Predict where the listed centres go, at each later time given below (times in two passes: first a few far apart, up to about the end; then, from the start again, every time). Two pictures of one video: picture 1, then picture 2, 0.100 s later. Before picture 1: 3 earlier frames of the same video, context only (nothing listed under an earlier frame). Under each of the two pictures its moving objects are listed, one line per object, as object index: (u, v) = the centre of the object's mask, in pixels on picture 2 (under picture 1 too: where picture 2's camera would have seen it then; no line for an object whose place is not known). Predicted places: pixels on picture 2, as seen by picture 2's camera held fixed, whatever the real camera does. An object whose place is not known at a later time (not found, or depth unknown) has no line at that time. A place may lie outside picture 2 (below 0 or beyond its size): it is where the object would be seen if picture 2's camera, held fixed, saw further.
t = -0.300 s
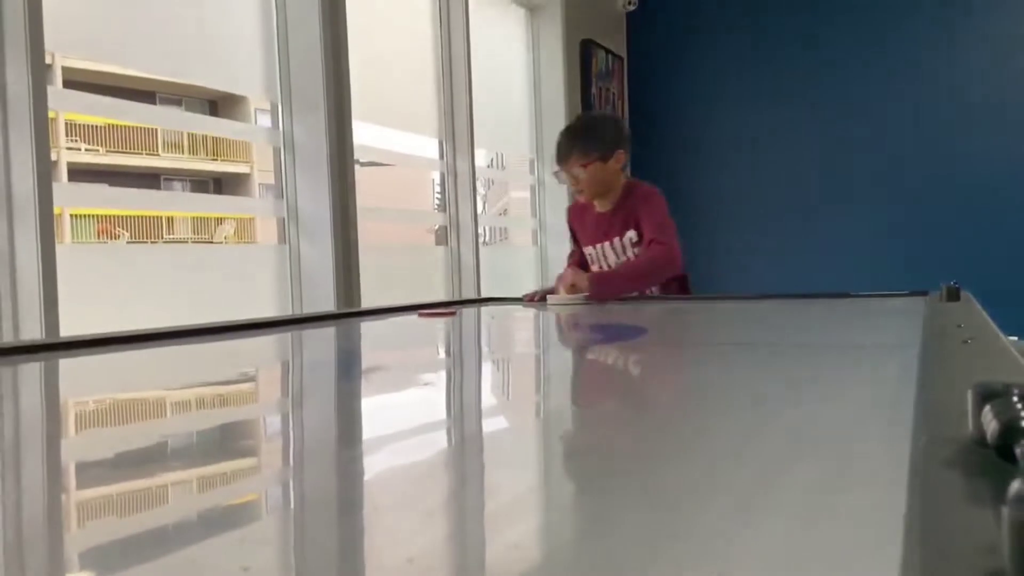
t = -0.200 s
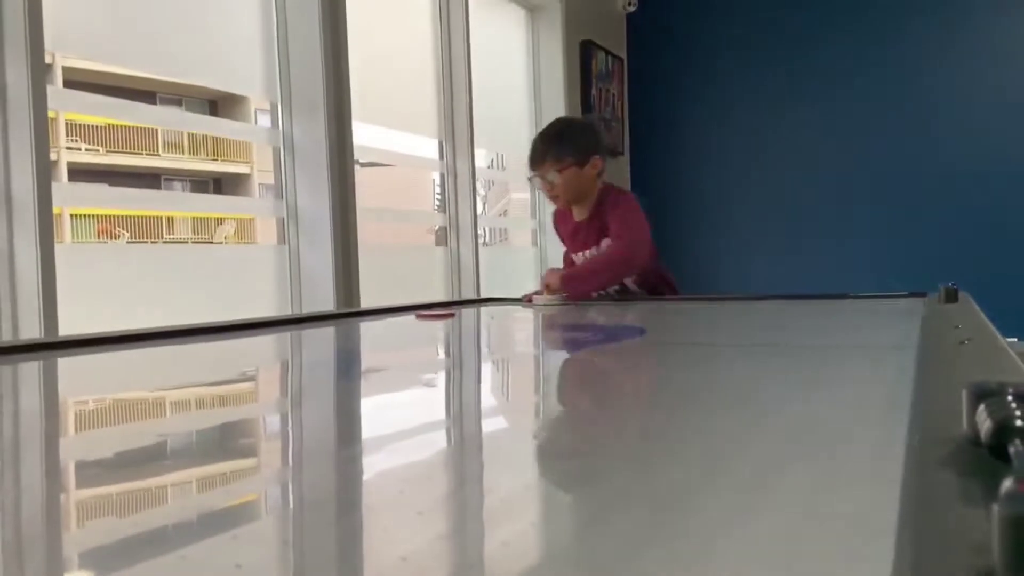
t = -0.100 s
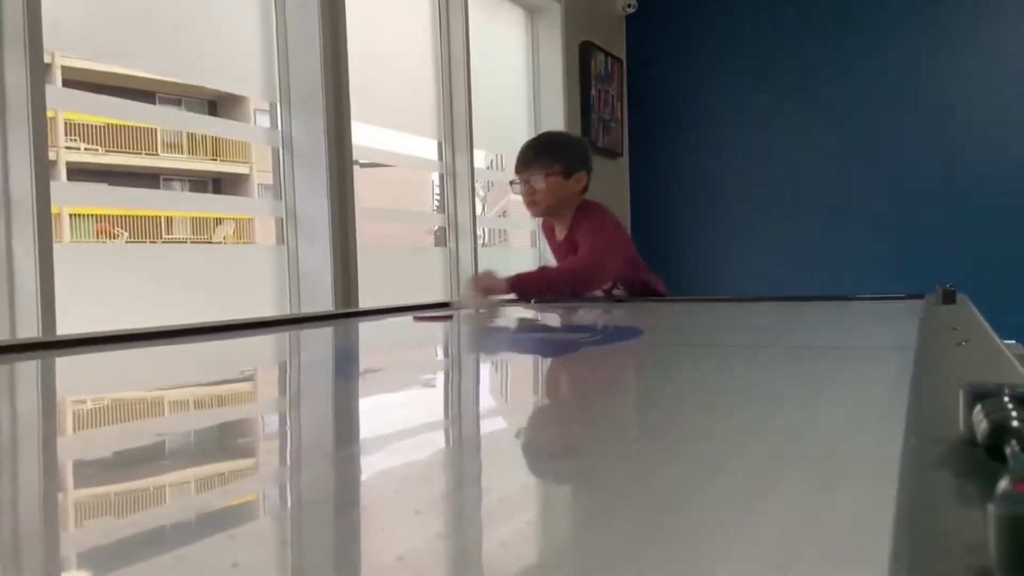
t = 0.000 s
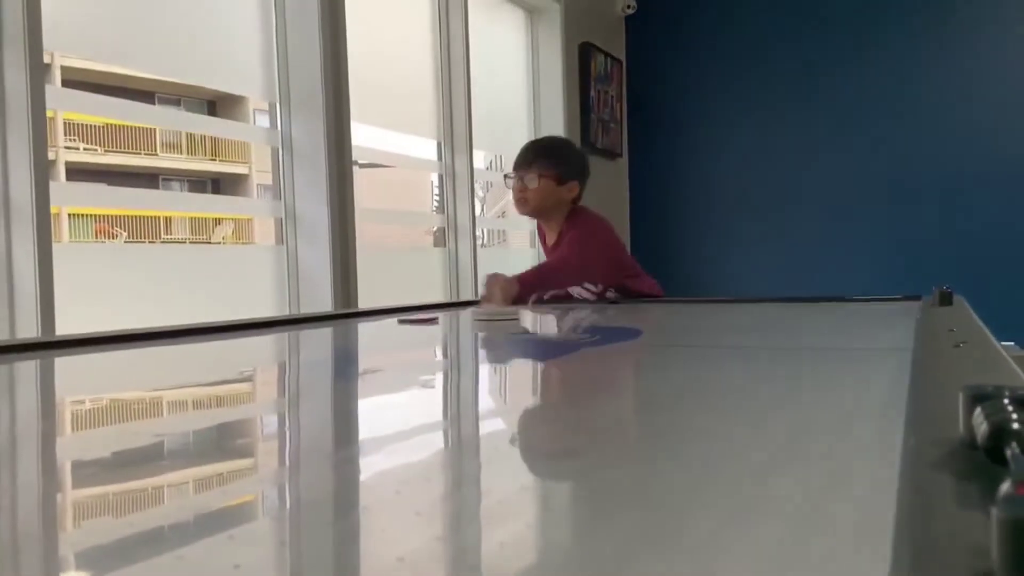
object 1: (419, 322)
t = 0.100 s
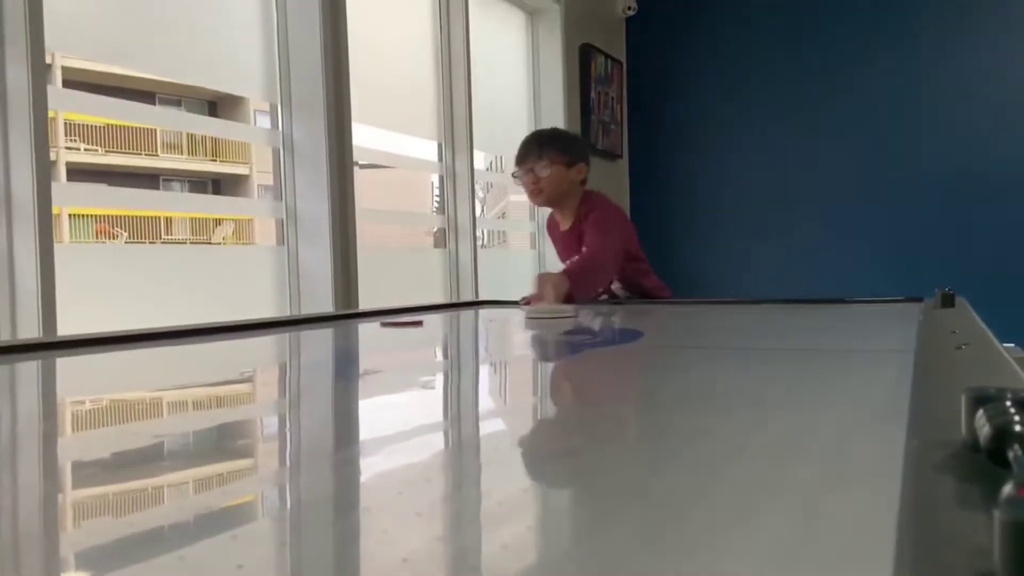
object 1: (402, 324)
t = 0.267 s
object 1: (379, 327)
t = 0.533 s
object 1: (341, 333)
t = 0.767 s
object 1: (310, 339)
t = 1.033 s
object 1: (273, 347)
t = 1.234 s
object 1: (253, 355)
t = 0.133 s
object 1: (397, 324)
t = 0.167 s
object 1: (393, 325)
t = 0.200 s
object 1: (387, 326)
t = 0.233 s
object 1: (383, 326)
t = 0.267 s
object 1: (379, 327)
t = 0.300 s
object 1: (375, 327)
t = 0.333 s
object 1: (371, 328)
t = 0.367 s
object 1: (367, 329)
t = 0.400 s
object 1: (363, 329)
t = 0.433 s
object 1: (356, 330)
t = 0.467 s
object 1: (350, 332)
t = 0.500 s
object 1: (346, 332)
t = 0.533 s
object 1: (341, 333)
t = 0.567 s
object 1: (337, 334)
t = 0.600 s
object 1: (331, 334)
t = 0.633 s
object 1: (327, 335)
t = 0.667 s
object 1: (322, 336)
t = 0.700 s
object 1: (318, 337)
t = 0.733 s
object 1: (314, 338)
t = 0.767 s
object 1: (310, 339)
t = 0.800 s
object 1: (305, 339)
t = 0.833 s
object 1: (301, 341)
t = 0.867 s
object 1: (297, 341)
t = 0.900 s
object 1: (292, 342)
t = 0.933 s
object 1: (288, 343)
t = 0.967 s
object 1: (284, 344)
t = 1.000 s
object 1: (281, 345)
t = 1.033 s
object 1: (273, 347)
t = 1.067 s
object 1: (269, 349)
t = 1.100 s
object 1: (267, 349)
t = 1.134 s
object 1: (263, 351)
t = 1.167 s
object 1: (260, 352)
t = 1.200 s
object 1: (257, 353)
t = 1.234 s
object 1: (253, 355)
